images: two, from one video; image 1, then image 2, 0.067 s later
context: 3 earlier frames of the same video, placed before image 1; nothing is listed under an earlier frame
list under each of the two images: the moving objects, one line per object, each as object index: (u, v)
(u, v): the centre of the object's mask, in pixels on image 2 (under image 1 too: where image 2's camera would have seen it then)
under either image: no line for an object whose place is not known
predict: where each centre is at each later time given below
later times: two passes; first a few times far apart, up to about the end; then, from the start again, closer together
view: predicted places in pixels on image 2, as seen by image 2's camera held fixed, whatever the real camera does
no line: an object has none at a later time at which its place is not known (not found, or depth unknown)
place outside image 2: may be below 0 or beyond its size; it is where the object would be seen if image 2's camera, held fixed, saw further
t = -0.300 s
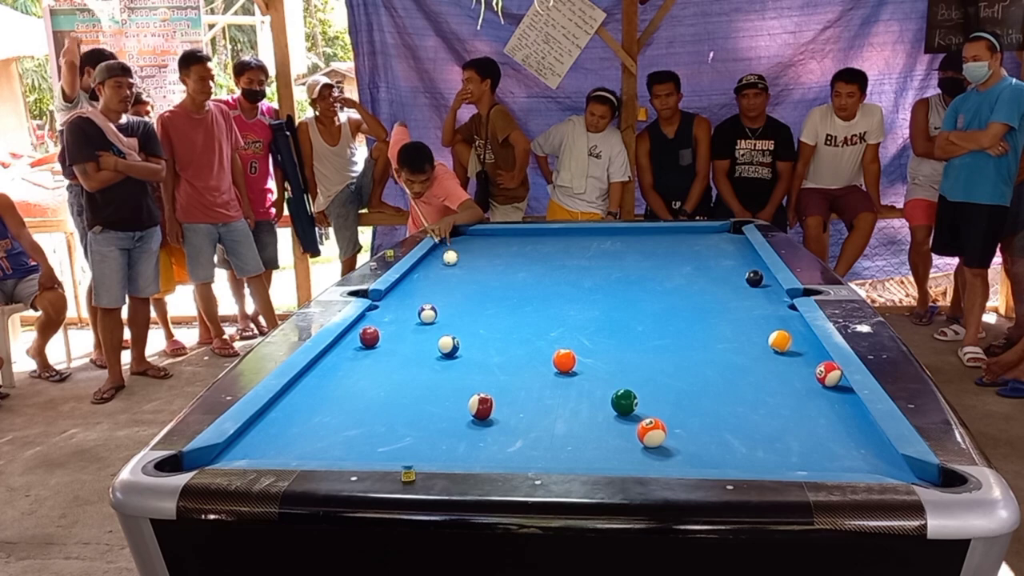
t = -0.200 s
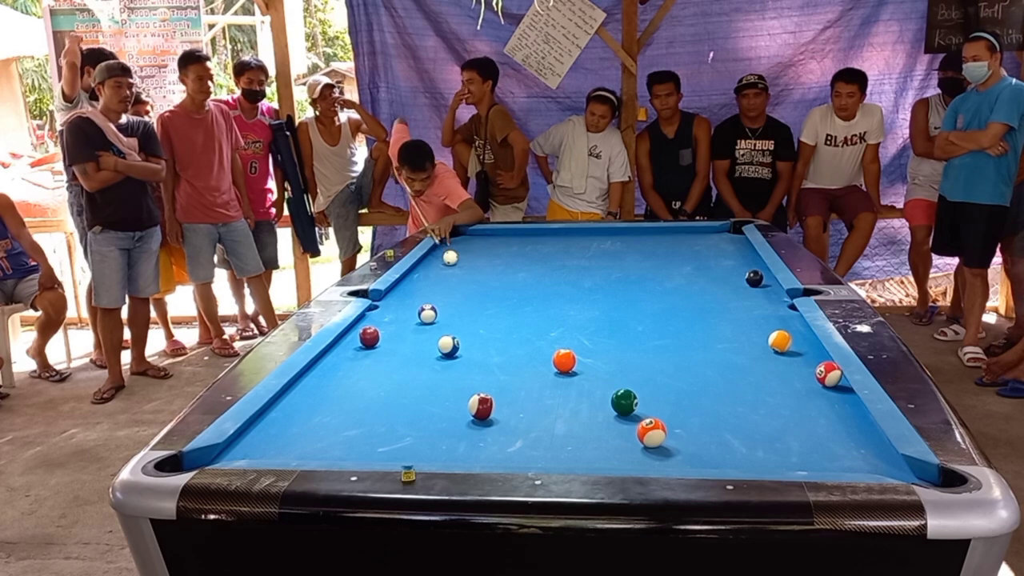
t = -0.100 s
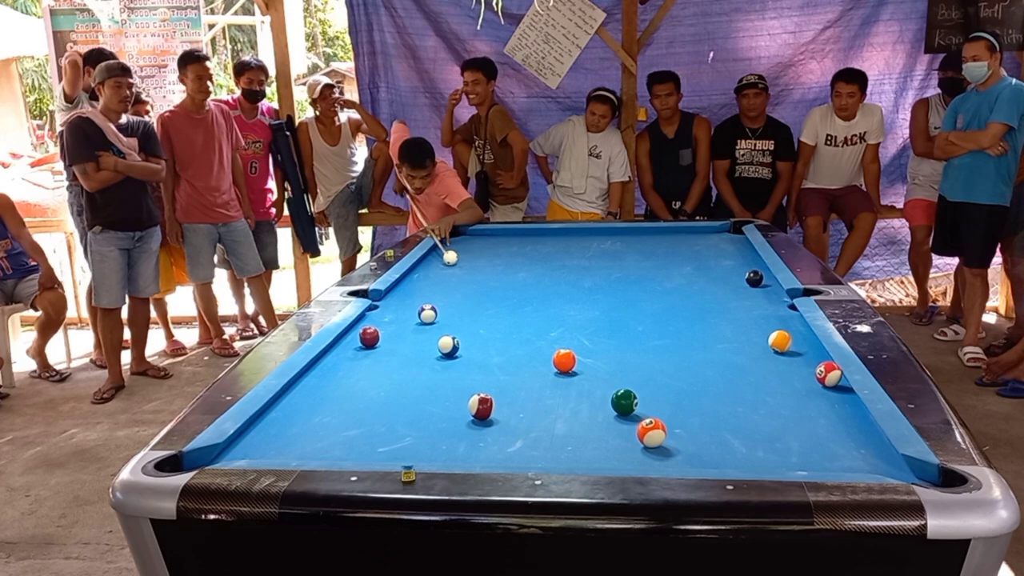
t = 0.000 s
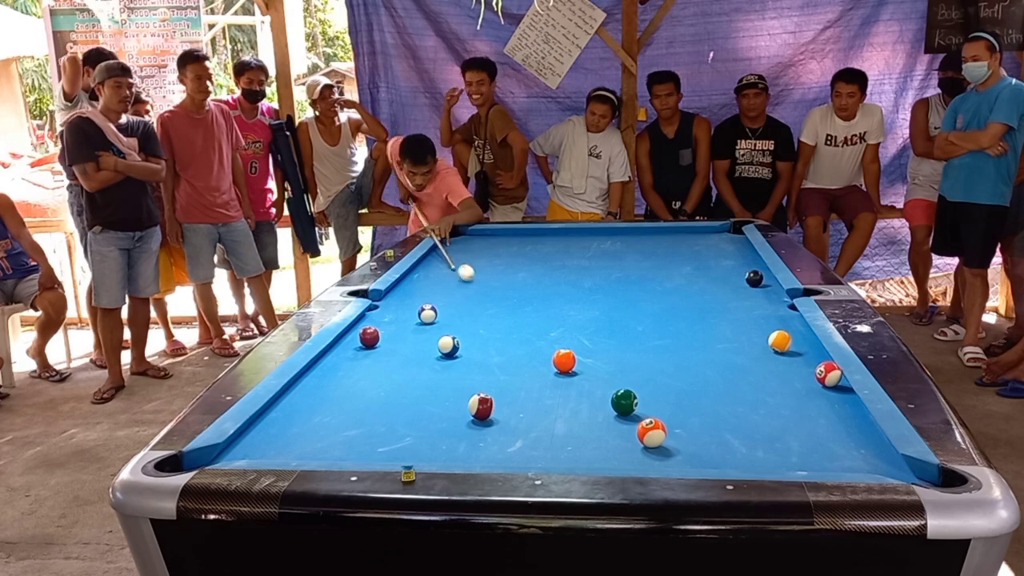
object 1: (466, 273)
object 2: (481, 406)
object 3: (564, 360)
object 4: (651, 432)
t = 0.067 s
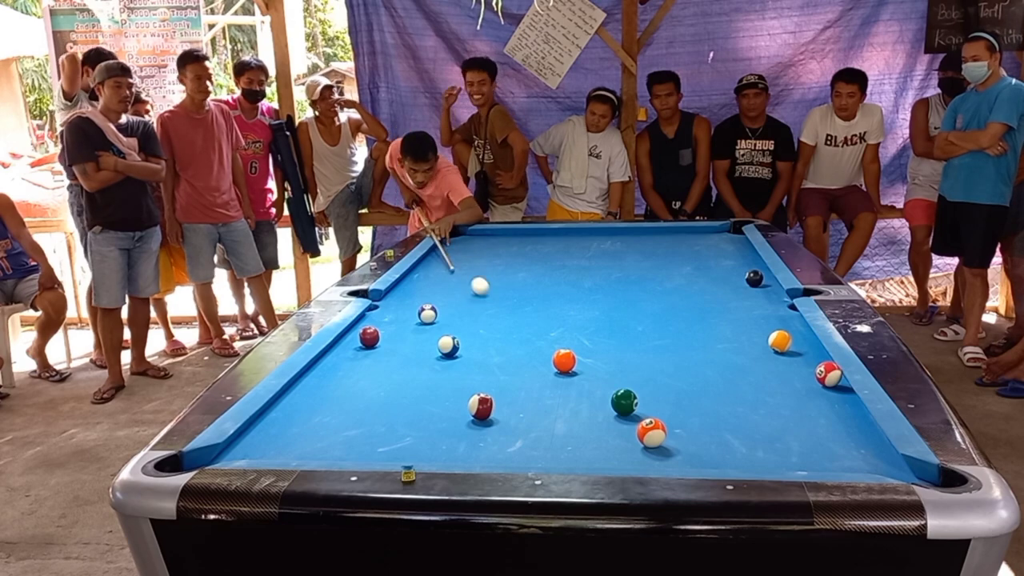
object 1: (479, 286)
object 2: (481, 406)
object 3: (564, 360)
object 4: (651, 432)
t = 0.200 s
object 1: (511, 317)
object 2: (481, 406)
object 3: (564, 360)
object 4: (651, 432)
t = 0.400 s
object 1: (536, 359)
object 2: (481, 406)
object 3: (595, 372)
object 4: (651, 432)
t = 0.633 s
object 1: (495, 382)
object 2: (481, 406)
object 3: (720, 420)
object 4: (651, 432)
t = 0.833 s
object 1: (454, 404)
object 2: (482, 407)
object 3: (846, 463)
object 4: (651, 432)
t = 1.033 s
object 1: (402, 424)
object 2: (490, 410)
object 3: (864, 457)
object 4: (651, 432)
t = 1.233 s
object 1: (346, 445)
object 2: (496, 414)
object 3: (803, 449)
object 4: (651, 432)
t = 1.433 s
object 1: (298, 451)
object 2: (501, 416)
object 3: (747, 442)
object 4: (651, 432)
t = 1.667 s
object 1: (270, 440)
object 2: (506, 419)
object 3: (687, 434)
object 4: (651, 432)
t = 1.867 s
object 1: (255, 429)
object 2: (510, 420)
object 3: (673, 431)
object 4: (623, 430)
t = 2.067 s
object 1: (282, 420)
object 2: (513, 422)
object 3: (663, 427)
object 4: (596, 429)
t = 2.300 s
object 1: (312, 410)
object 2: (516, 422)
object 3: (654, 424)
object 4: (566, 427)
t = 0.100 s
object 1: (487, 293)
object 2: (481, 406)
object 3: (564, 360)
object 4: (651, 432)
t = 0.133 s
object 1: (495, 301)
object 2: (481, 406)
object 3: (564, 360)
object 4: (651, 432)
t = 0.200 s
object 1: (511, 317)
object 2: (481, 406)
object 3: (564, 360)
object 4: (651, 432)
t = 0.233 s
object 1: (520, 325)
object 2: (481, 406)
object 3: (564, 360)
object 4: (651, 432)
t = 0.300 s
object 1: (538, 343)
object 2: (481, 406)
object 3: (564, 360)
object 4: (651, 432)
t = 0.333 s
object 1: (546, 352)
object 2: (481, 406)
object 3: (564, 360)
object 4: (651, 432)
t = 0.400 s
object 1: (536, 359)
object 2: (481, 406)
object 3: (595, 372)
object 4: (651, 432)
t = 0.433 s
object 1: (529, 362)
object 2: (480, 406)
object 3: (613, 379)
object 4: (651, 432)
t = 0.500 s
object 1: (518, 369)
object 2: (481, 406)
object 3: (650, 393)
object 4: (651, 432)
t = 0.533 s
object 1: (512, 372)
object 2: (481, 406)
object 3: (668, 400)
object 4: (651, 432)
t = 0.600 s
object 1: (501, 379)
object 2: (481, 406)
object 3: (702, 413)
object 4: (651, 432)
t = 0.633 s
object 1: (495, 382)
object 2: (481, 406)
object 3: (720, 420)
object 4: (651, 432)
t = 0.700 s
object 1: (482, 386)
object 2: (481, 406)
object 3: (759, 435)
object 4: (651, 432)
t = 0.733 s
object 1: (475, 389)
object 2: (481, 406)
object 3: (780, 443)
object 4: (651, 432)
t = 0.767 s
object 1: (467, 394)
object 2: (481, 406)
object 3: (801, 451)
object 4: (651, 432)
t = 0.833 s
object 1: (454, 404)
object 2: (482, 407)
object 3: (846, 463)
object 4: (651, 432)
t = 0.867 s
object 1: (446, 407)
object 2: (484, 407)
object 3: (862, 464)
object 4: (651, 432)
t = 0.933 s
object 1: (429, 414)
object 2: (486, 409)
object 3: (882, 461)
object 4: (651, 432)
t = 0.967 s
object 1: (420, 417)
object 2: (487, 409)
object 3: (887, 460)
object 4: (651, 432)
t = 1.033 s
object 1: (402, 424)
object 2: (490, 410)
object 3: (864, 457)
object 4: (651, 432)
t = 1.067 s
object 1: (393, 427)
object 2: (491, 411)
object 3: (854, 456)
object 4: (651, 432)
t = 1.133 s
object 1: (374, 435)
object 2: (493, 412)
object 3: (833, 453)
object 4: (651, 432)
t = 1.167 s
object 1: (365, 438)
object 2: (494, 413)
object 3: (823, 452)
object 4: (651, 432)
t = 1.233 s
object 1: (346, 445)
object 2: (496, 414)
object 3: (803, 449)
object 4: (651, 432)
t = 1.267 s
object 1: (336, 448)
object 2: (497, 414)
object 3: (793, 448)
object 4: (651, 432)
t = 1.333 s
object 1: (316, 452)
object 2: (498, 415)
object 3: (774, 445)
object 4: (651, 432)
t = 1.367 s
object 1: (307, 453)
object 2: (499, 415)
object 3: (765, 444)
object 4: (651, 432)
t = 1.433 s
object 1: (298, 451)
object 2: (501, 416)
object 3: (747, 442)
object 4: (651, 432)
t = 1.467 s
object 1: (294, 450)
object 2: (502, 417)
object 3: (738, 441)
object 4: (651, 432)
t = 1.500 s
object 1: (290, 449)
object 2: (503, 417)
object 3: (729, 439)
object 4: (651, 432)
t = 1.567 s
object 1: (282, 446)
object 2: (504, 418)
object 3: (712, 437)
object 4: (651, 432)
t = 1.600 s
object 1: (278, 445)
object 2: (505, 418)
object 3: (704, 436)
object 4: (651, 432)
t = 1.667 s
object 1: (270, 440)
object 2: (506, 419)
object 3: (687, 434)
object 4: (651, 432)
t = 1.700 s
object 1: (267, 439)
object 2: (507, 419)
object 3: (681, 433)
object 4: (649, 432)
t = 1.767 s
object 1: (259, 435)
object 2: (508, 420)
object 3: (678, 432)
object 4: (638, 431)
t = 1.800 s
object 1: (256, 433)
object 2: (509, 420)
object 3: (676, 432)
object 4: (633, 431)
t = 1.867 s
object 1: (255, 429)
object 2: (510, 420)
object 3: (673, 431)
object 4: (623, 430)
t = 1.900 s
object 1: (259, 428)
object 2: (511, 421)
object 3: (671, 430)
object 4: (618, 430)
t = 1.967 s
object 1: (269, 425)
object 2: (511, 421)
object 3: (668, 429)
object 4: (609, 430)
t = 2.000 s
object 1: (273, 423)
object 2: (512, 421)
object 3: (666, 428)
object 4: (605, 429)
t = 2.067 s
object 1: (282, 420)
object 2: (513, 422)
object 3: (663, 427)
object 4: (596, 429)
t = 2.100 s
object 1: (287, 418)
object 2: (514, 422)
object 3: (662, 427)
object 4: (592, 428)
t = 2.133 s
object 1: (291, 417)
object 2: (514, 422)
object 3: (660, 426)
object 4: (587, 428)
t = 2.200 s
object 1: (300, 414)
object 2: (515, 422)
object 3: (658, 425)
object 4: (579, 428)
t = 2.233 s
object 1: (304, 413)
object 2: (515, 422)
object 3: (656, 425)
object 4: (574, 428)
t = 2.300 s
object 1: (312, 410)
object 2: (516, 422)
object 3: (654, 424)
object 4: (566, 427)
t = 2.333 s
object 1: (316, 409)
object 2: (516, 423)
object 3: (653, 424)
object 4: (562, 427)
